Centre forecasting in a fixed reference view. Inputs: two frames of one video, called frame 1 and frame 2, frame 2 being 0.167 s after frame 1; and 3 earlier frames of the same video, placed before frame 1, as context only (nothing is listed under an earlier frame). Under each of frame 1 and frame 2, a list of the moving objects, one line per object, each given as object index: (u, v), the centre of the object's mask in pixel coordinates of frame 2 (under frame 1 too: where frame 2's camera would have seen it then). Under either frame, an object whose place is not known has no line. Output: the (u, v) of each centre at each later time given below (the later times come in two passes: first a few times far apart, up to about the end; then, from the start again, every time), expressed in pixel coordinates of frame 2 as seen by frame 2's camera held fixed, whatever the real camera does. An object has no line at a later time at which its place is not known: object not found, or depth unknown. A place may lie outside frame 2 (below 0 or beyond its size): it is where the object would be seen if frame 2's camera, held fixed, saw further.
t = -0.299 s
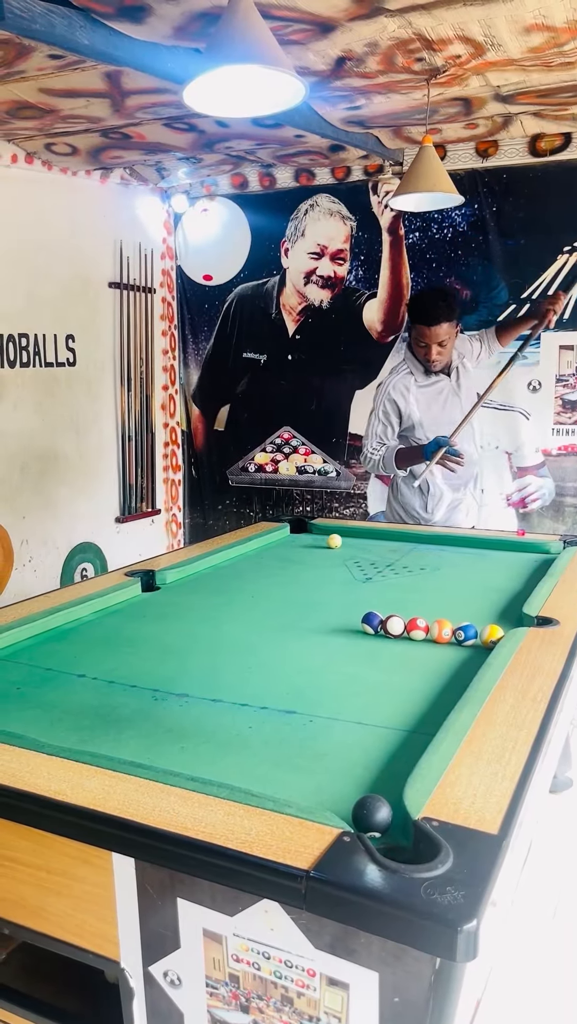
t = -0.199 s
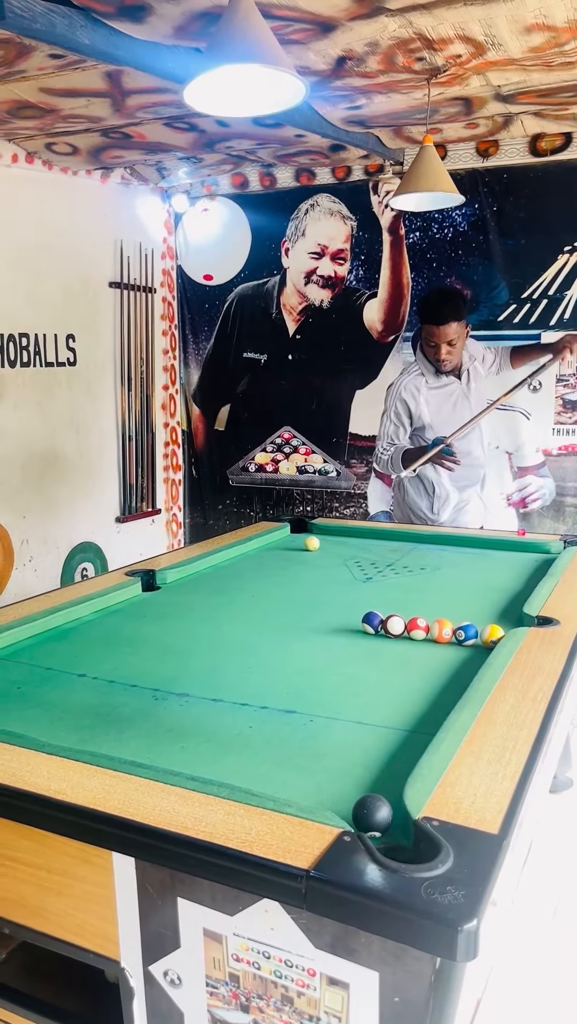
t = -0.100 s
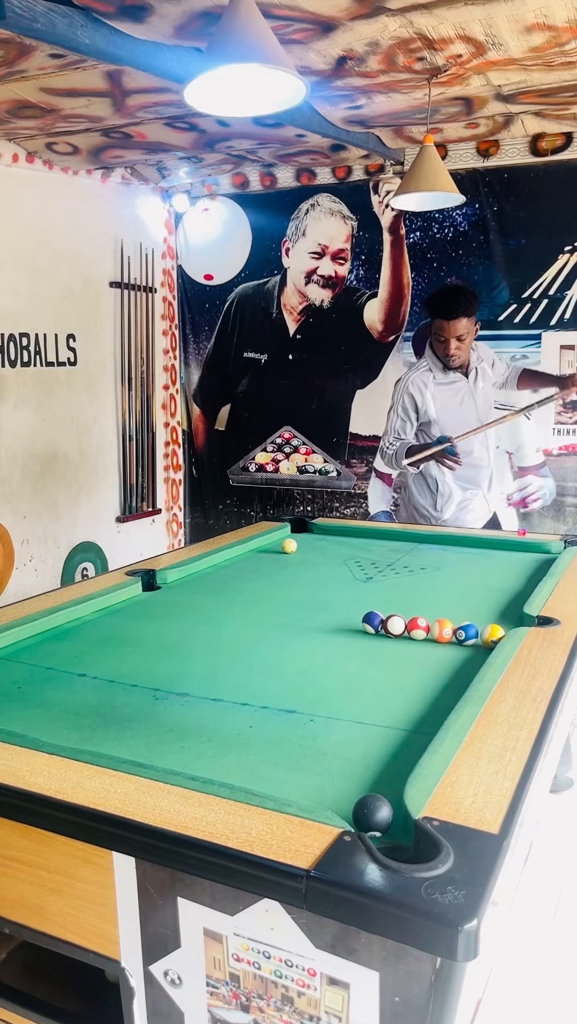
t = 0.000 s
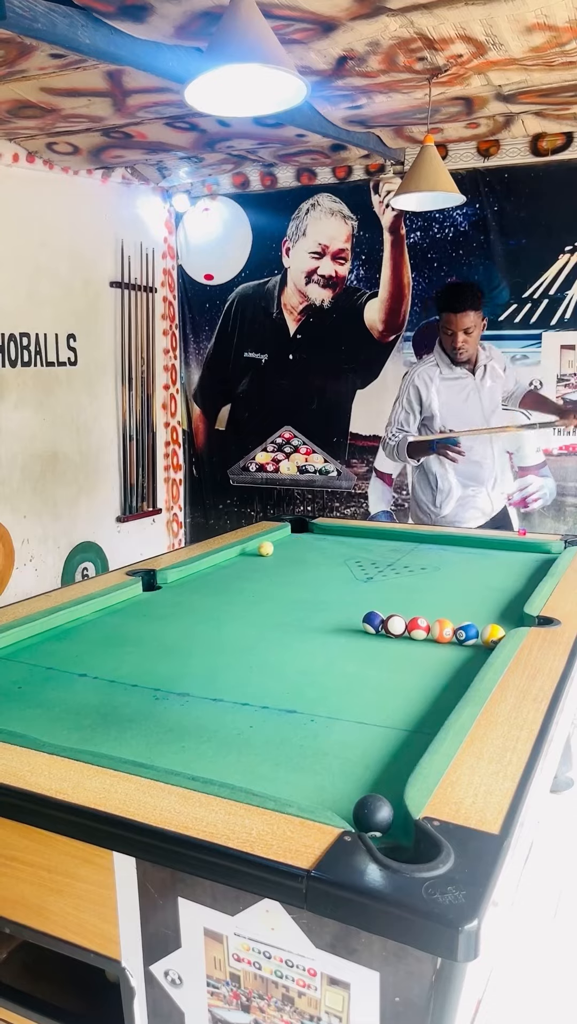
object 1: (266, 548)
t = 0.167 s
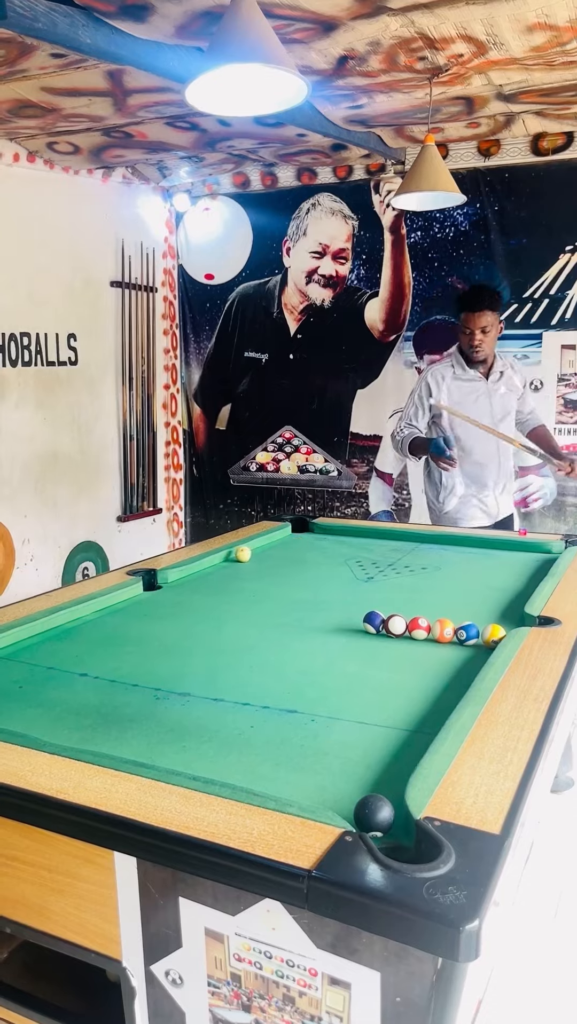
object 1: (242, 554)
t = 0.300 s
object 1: (243, 561)
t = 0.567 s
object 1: (245, 574)
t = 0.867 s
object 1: (247, 592)
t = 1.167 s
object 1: (251, 611)
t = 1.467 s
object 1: (256, 633)
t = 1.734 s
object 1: (261, 655)
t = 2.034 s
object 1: (269, 683)
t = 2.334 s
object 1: (280, 716)
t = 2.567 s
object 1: (291, 744)
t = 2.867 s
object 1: (308, 784)
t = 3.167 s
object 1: (345, 798)
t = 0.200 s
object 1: (243, 556)
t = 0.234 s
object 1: (243, 558)
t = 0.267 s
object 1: (243, 559)
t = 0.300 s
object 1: (243, 561)
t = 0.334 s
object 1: (243, 562)
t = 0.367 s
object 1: (243, 564)
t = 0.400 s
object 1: (243, 566)
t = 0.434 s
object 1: (244, 567)
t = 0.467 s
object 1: (244, 569)
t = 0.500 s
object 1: (244, 571)
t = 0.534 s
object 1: (244, 573)
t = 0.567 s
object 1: (245, 574)
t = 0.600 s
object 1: (245, 576)
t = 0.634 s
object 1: (245, 578)
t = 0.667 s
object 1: (245, 580)
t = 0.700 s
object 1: (246, 582)
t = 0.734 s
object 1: (246, 584)
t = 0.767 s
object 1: (246, 586)
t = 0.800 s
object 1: (246, 588)
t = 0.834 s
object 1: (247, 589)
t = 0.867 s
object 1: (247, 592)
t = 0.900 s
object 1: (247, 594)
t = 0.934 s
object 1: (248, 596)
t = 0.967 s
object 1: (248, 598)
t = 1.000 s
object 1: (249, 600)
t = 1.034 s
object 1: (249, 602)
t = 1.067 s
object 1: (249, 604)
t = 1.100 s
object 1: (250, 606)
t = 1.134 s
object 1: (250, 609)
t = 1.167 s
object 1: (251, 611)
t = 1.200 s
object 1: (251, 613)
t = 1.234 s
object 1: (252, 616)
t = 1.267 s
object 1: (252, 618)
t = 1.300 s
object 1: (253, 620)
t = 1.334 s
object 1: (253, 623)
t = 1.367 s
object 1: (254, 625)
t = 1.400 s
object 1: (254, 628)
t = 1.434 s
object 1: (255, 630)
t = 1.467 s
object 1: (256, 633)
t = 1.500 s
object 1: (256, 636)
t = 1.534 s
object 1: (257, 638)
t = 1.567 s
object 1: (258, 641)
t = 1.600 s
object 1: (259, 644)
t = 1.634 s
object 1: (259, 646)
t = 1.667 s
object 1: (260, 649)
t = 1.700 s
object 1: (261, 652)
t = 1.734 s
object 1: (261, 655)
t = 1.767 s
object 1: (262, 658)
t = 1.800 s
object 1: (263, 661)
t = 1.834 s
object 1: (264, 664)
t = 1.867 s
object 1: (265, 667)
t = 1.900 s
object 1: (265, 670)
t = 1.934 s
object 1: (266, 673)
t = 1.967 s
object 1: (267, 677)
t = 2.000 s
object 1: (268, 680)
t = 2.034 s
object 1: (269, 683)
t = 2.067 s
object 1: (270, 687)
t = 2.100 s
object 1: (271, 690)
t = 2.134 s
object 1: (272, 694)
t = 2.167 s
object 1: (273, 697)
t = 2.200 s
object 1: (275, 701)
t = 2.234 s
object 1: (276, 705)
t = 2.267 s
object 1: (277, 709)
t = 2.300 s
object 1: (278, 712)
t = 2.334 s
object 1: (280, 716)
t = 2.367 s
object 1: (281, 720)
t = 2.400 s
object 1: (283, 724)
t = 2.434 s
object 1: (284, 728)
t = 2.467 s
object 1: (286, 732)
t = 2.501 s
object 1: (287, 736)
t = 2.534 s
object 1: (289, 740)
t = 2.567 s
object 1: (291, 744)
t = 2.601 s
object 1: (292, 748)
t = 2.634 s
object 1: (294, 753)
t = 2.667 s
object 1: (296, 757)
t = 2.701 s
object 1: (298, 761)
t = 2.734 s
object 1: (300, 766)
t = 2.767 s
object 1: (302, 770)
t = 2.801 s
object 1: (304, 775)
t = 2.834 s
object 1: (306, 780)
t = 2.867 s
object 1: (308, 784)
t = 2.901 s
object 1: (311, 788)
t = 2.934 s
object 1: (314, 791)
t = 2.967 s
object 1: (317, 794)
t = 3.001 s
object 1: (320, 797)
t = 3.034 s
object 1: (326, 798)
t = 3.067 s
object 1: (333, 799)
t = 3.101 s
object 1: (339, 800)
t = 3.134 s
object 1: (343, 799)
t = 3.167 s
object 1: (345, 798)
